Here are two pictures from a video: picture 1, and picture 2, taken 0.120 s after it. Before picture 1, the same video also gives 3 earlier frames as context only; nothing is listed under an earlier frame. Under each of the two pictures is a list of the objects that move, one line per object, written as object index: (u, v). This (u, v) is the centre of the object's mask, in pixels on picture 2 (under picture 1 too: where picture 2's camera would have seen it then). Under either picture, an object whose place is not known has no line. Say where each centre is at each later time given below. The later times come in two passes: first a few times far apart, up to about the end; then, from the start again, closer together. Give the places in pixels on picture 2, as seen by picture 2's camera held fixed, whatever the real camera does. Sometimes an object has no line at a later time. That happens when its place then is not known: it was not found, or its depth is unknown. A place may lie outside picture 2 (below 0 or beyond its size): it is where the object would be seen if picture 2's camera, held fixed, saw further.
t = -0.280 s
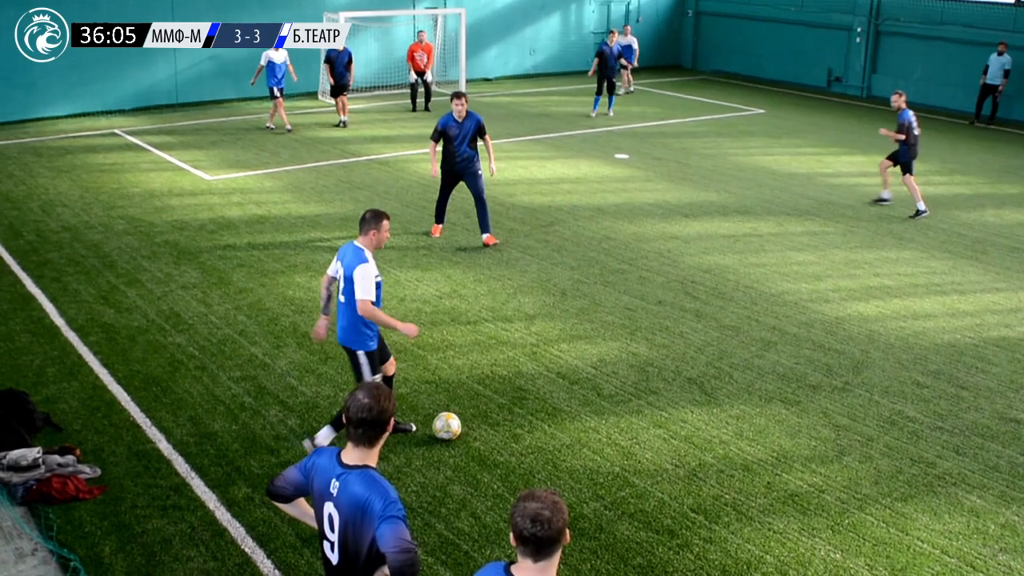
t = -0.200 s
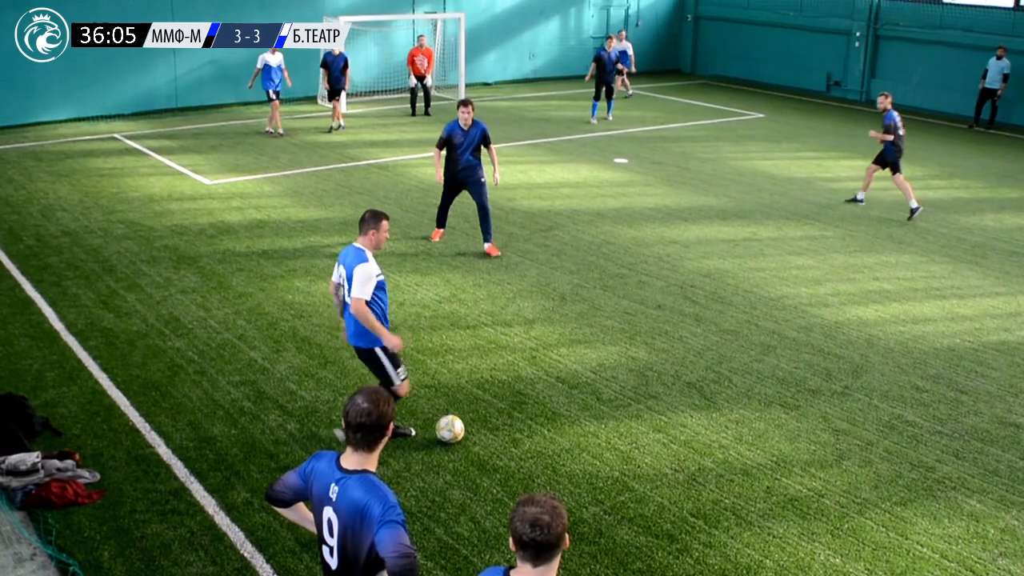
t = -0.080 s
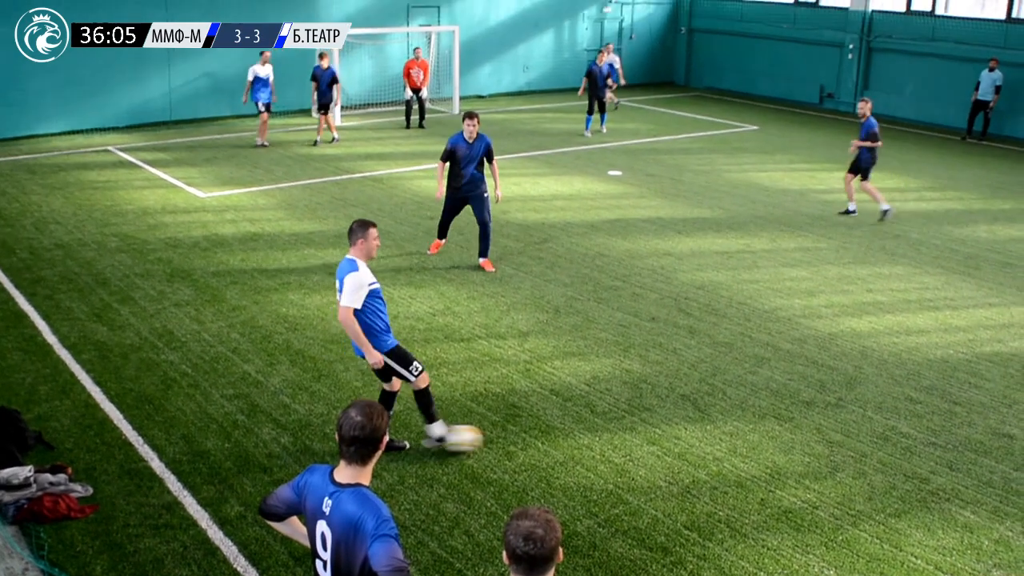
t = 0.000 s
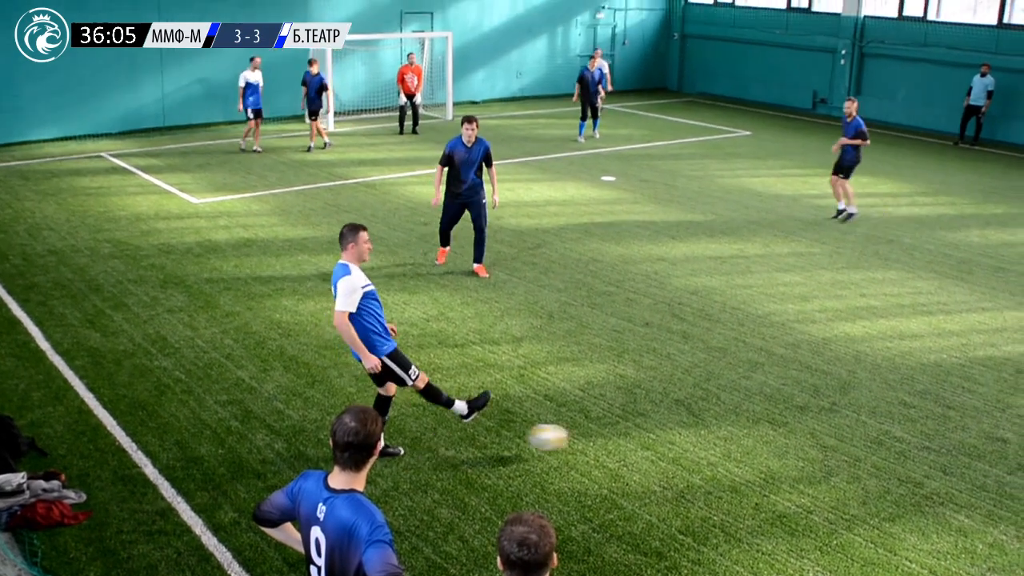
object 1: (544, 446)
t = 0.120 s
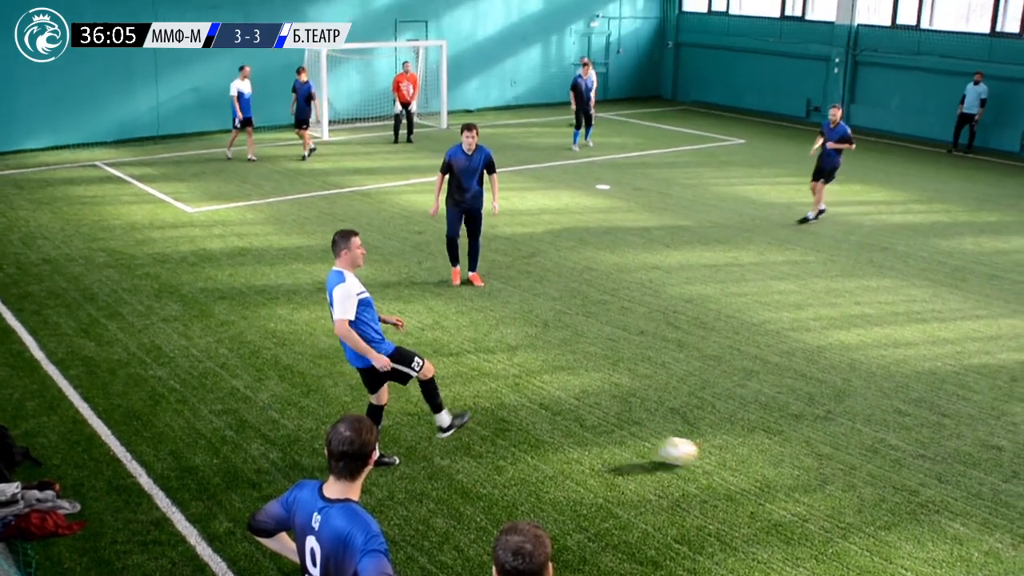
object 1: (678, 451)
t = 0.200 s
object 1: (752, 448)
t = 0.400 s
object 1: (907, 446)
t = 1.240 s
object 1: (1361, 434)
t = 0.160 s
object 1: (718, 452)
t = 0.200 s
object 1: (752, 448)
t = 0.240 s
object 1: (787, 448)
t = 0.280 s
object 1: (819, 449)
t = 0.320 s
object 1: (851, 451)
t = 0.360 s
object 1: (879, 447)
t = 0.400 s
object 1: (907, 446)
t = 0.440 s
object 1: (934, 448)
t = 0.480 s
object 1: (958, 446)
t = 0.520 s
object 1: (983, 444)
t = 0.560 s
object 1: (1007, 444)
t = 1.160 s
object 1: (1324, 438)
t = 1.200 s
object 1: (1342, 437)
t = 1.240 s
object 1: (1361, 434)
